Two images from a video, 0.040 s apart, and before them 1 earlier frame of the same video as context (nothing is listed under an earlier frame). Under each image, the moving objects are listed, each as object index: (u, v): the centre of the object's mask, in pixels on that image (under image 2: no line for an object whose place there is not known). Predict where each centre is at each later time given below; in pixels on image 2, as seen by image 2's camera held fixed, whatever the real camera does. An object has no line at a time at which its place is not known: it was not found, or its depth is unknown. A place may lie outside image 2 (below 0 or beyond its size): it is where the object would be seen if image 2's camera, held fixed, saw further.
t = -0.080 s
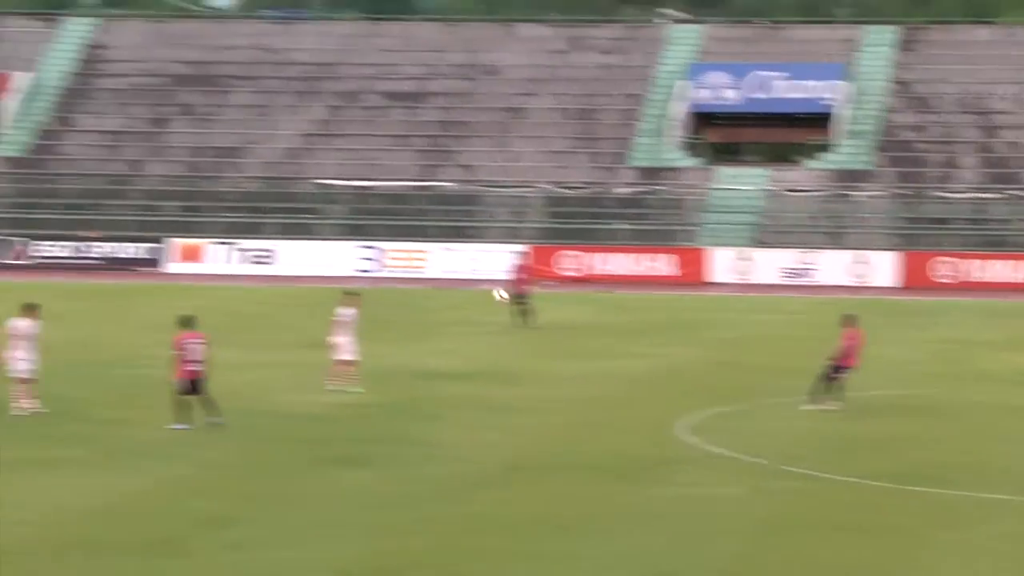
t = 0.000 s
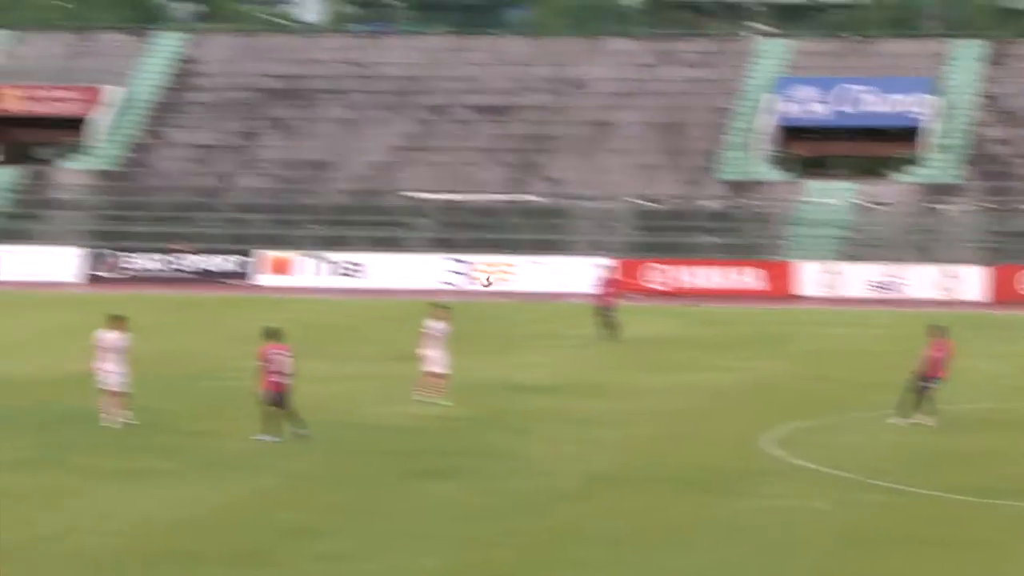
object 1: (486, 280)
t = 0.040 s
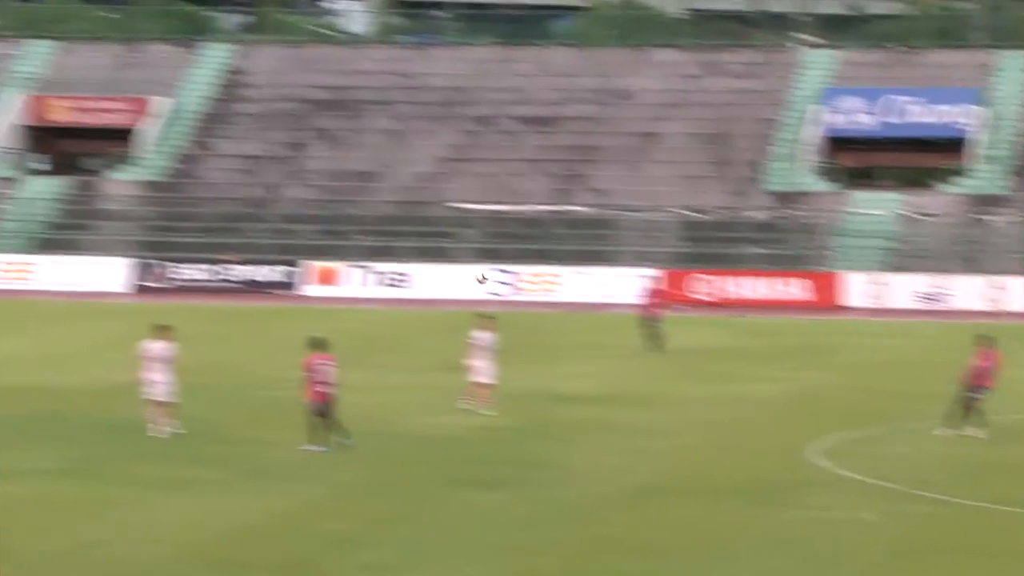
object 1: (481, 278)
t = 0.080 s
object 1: (437, 266)
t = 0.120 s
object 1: (396, 256)
